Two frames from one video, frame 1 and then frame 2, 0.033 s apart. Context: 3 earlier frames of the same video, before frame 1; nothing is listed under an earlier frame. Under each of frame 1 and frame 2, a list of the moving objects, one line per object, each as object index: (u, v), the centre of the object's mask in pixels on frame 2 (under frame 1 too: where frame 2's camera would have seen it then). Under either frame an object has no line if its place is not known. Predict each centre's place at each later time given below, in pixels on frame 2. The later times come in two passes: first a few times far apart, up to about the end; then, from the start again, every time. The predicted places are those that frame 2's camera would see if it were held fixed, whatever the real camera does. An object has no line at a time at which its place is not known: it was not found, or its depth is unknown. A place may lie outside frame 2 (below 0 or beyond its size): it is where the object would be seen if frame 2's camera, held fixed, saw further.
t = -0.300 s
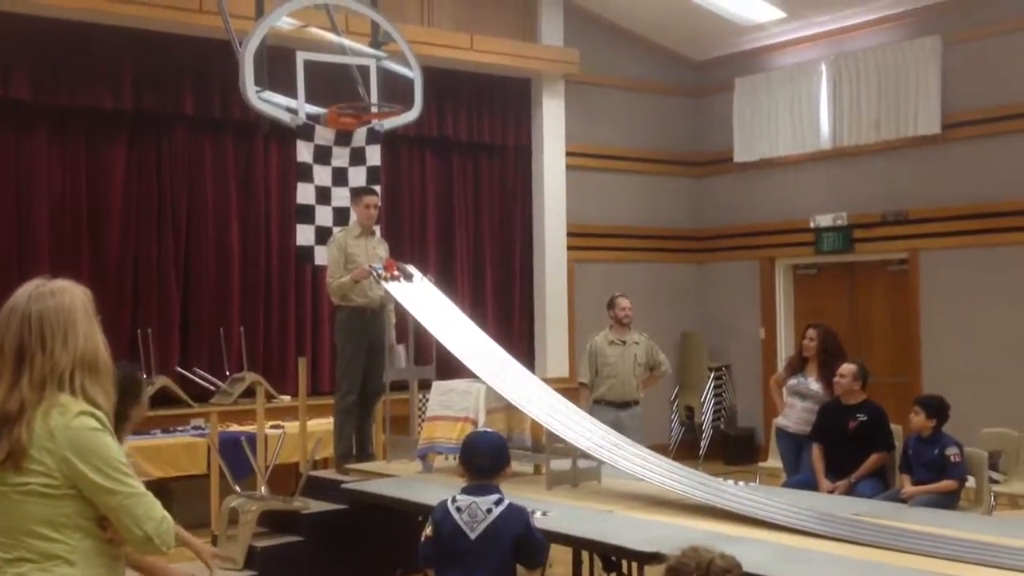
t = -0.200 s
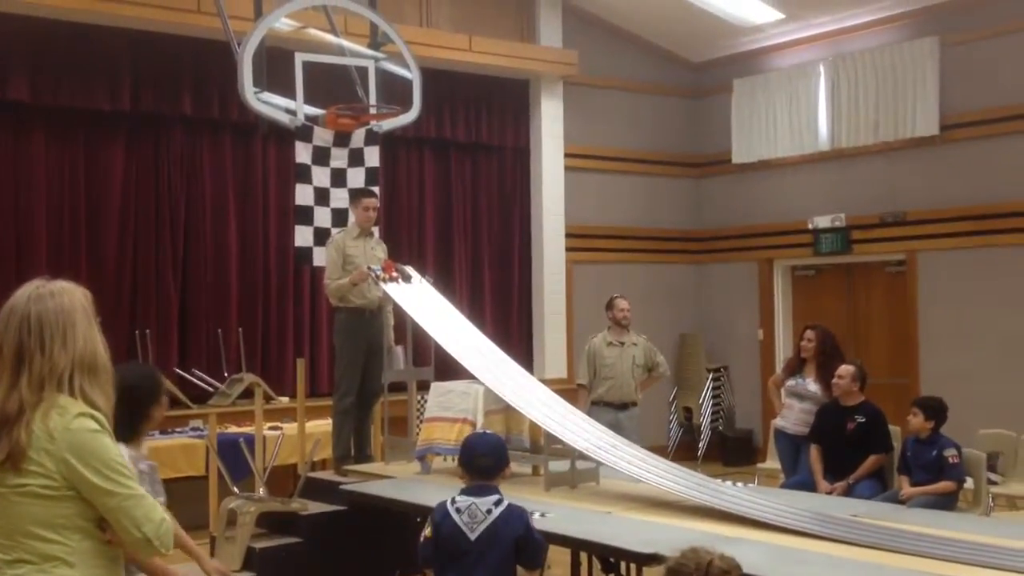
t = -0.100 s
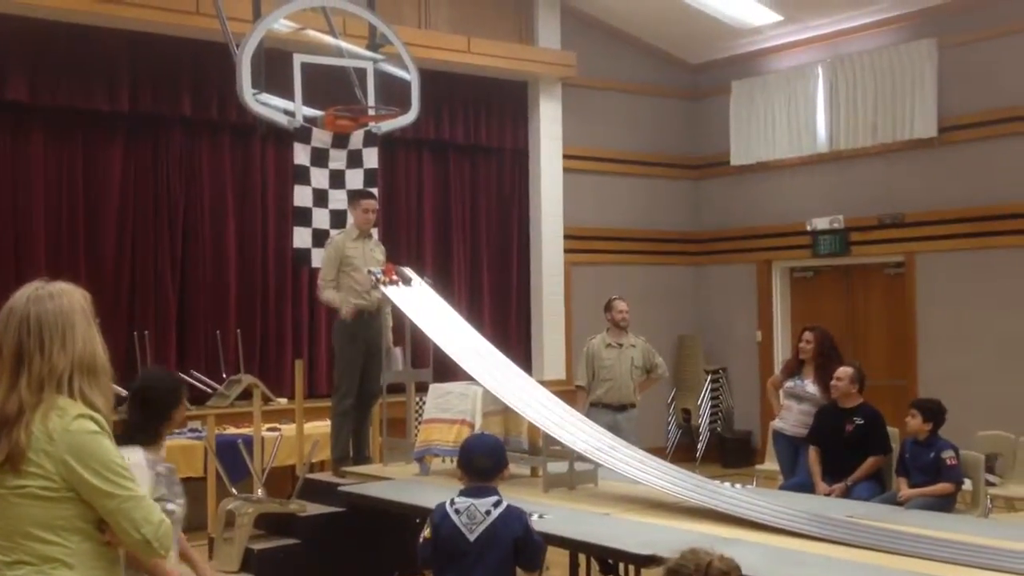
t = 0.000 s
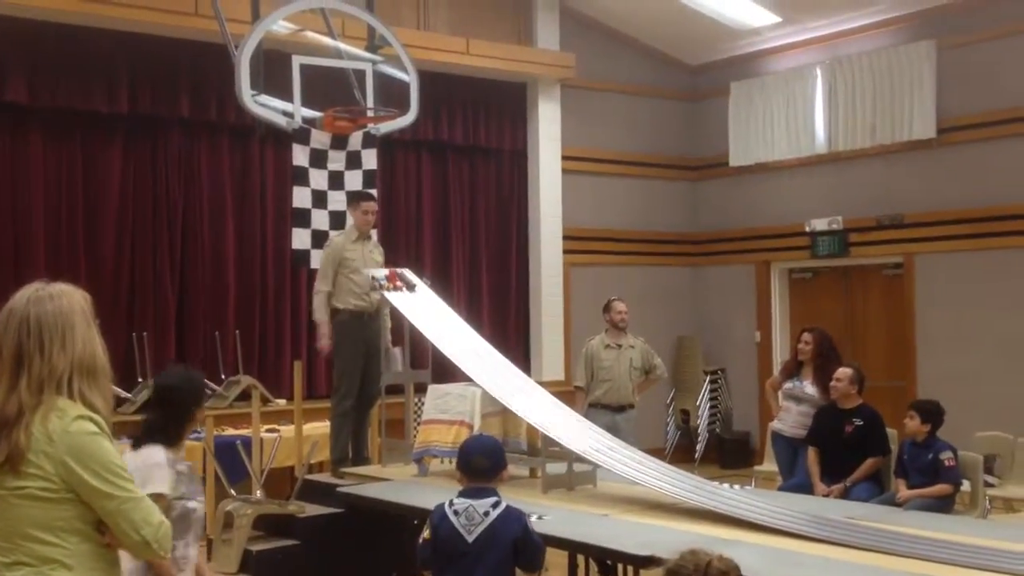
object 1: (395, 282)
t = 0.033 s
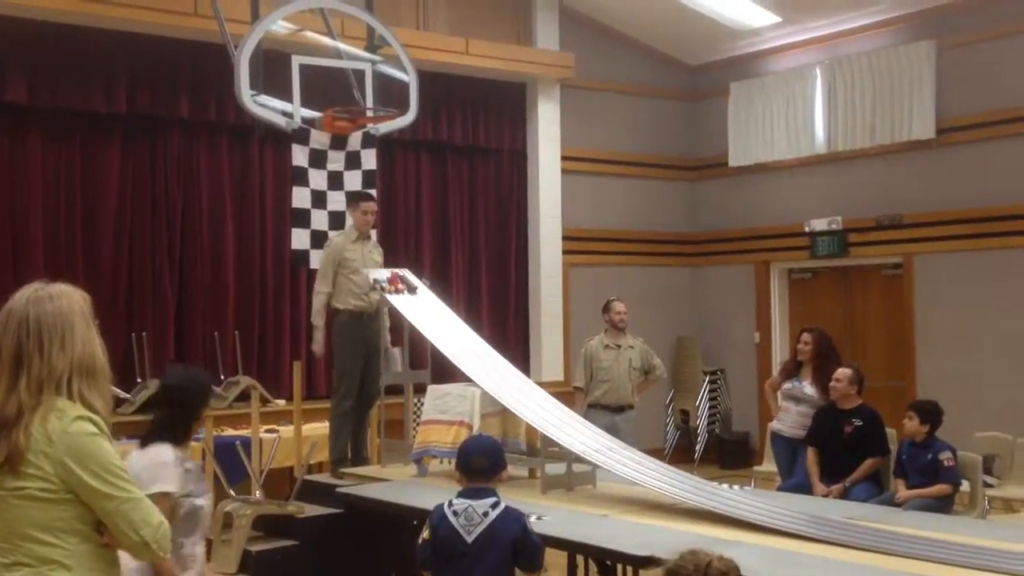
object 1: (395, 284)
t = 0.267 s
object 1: (421, 312)
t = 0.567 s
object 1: (488, 374)
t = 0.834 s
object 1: (589, 444)
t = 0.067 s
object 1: (398, 287)
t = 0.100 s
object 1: (401, 291)
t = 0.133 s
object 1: (405, 294)
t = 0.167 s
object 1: (408, 298)
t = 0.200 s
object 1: (412, 303)
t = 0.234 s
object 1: (417, 307)
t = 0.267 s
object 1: (421, 312)
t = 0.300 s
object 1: (428, 318)
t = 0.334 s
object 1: (434, 323)
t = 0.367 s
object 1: (440, 330)
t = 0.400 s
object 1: (447, 336)
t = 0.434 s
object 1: (454, 343)
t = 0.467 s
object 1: (462, 350)
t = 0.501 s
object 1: (470, 358)
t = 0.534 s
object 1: (480, 366)
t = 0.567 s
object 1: (488, 374)
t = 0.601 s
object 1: (498, 382)
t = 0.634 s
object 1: (510, 390)
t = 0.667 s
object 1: (521, 399)
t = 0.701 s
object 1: (533, 408)
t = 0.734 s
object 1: (547, 417)
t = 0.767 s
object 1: (560, 426)
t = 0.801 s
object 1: (574, 434)
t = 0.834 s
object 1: (589, 444)
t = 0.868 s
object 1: (602, 452)
